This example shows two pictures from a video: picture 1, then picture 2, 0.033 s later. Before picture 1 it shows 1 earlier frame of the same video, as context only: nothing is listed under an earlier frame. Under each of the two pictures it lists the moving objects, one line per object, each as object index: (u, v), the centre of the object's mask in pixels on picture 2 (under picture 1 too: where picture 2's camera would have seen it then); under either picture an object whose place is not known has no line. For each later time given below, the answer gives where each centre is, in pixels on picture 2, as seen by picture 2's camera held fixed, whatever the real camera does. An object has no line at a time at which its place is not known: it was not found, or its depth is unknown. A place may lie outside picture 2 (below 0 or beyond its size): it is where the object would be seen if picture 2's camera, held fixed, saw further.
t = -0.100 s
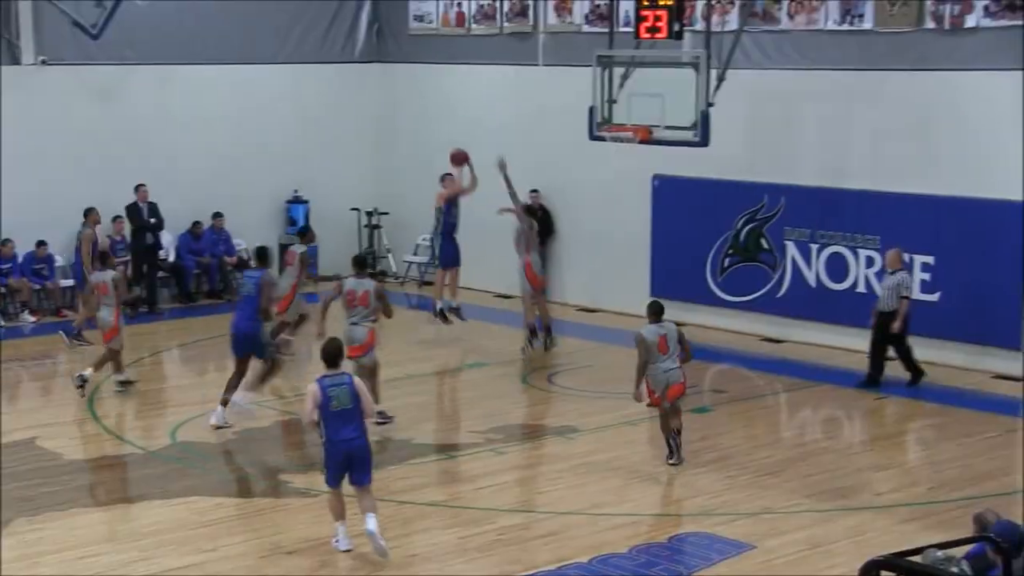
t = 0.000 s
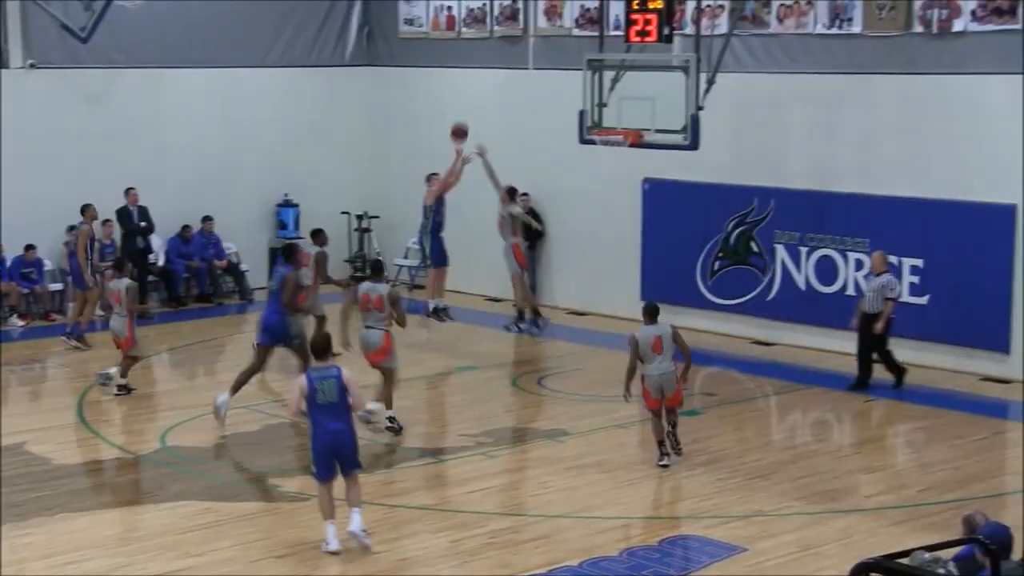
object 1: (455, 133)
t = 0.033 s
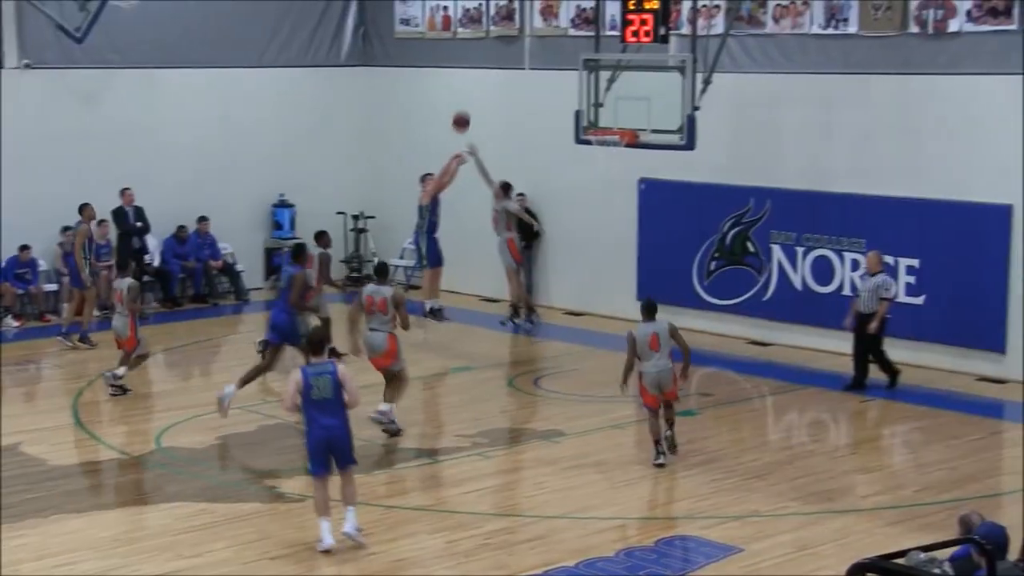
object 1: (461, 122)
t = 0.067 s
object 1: (467, 111)
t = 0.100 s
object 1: (473, 102)
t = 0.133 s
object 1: (479, 93)
